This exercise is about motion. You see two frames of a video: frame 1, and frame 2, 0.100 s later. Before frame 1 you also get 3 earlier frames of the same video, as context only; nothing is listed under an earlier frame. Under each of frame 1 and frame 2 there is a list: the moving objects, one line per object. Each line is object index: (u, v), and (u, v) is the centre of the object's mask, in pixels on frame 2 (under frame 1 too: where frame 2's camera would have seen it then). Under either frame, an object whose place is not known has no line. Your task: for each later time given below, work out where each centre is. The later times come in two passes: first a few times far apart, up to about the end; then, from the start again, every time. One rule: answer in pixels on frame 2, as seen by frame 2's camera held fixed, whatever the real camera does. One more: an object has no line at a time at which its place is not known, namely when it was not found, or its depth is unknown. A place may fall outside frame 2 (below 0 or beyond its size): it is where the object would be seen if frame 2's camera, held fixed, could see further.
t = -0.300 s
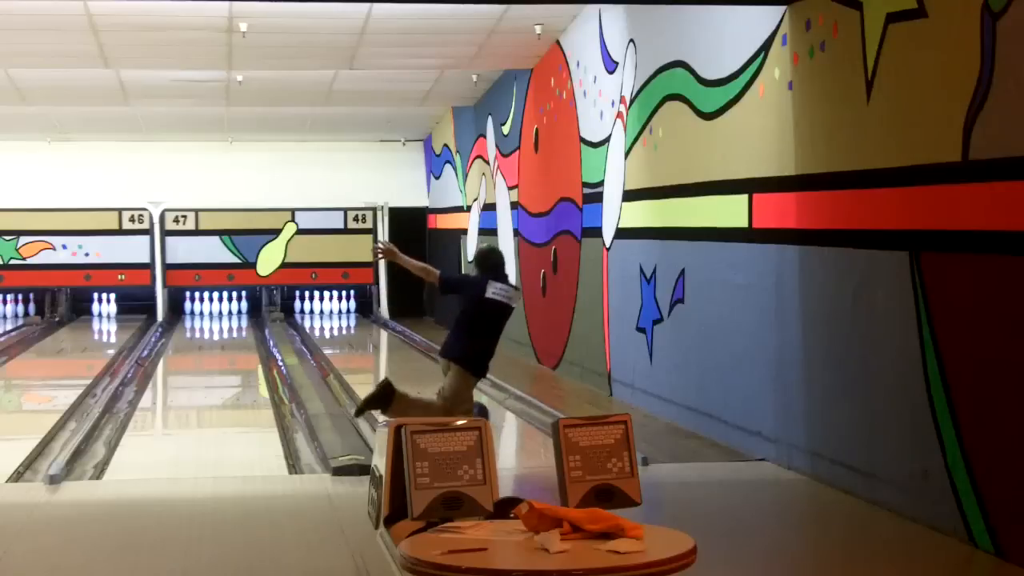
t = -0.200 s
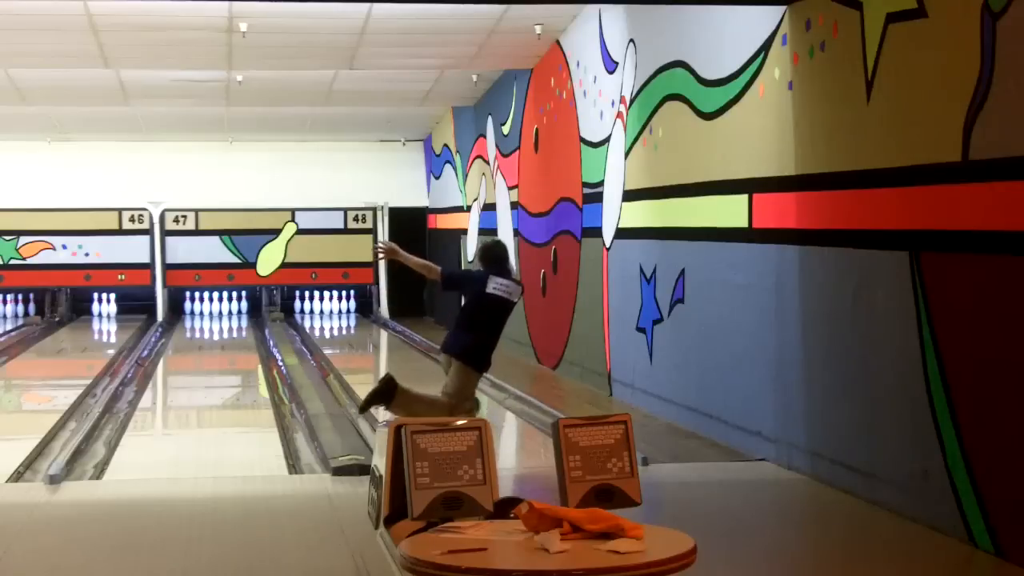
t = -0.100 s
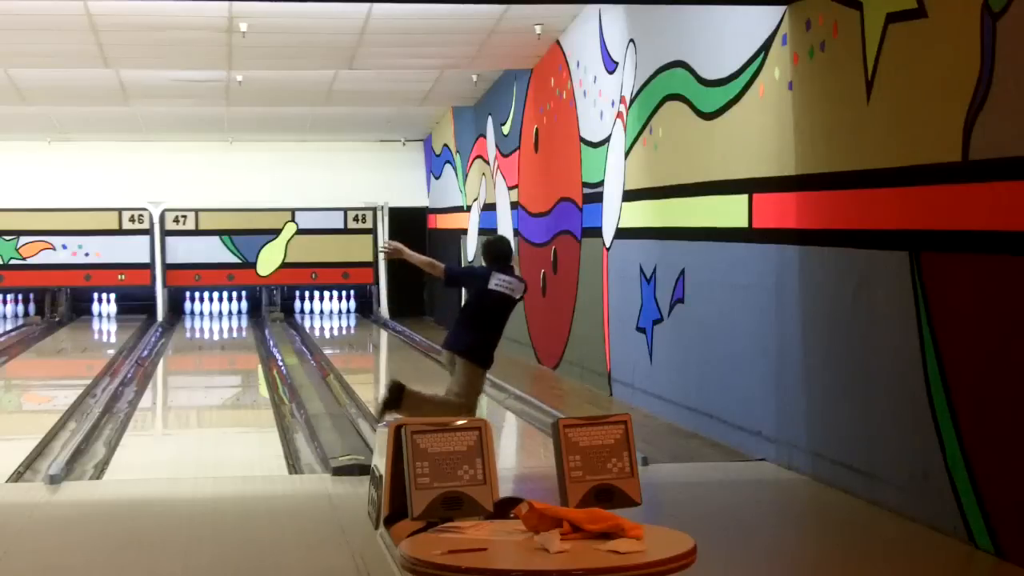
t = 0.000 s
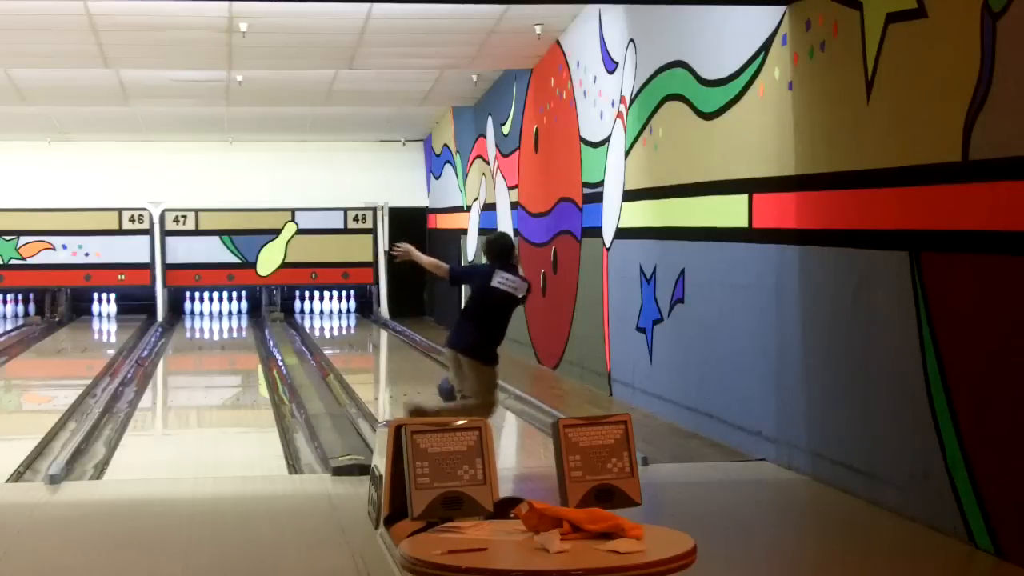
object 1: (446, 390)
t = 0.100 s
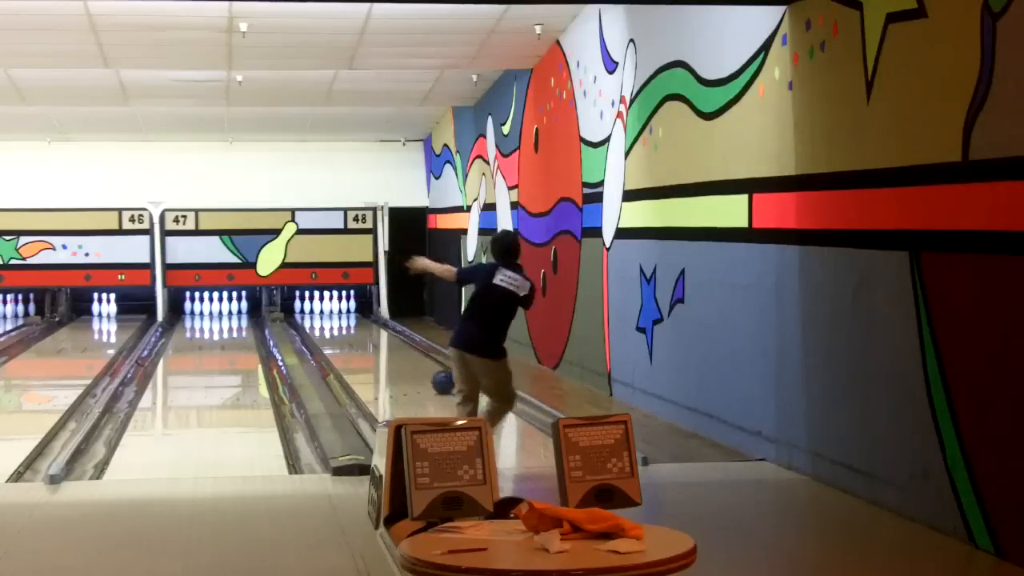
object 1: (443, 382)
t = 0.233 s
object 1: (436, 374)
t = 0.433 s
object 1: (424, 363)
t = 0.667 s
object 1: (412, 352)
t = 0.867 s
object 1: (402, 344)
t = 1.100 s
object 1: (391, 336)
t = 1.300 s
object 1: (382, 330)
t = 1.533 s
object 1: (371, 324)
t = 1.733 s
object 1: (363, 320)
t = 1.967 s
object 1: (349, 316)
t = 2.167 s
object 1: (337, 313)
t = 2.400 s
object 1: (325, 309)
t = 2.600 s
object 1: (308, 308)
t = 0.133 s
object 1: (442, 380)
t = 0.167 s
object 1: (440, 378)
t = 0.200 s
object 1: (438, 376)
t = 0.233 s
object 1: (436, 374)
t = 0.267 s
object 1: (434, 372)
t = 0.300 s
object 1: (432, 370)
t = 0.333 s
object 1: (430, 368)
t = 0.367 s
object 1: (428, 367)
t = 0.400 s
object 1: (426, 365)
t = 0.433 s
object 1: (424, 363)
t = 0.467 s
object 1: (423, 361)
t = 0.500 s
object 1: (421, 360)
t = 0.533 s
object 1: (419, 358)
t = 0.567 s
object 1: (417, 357)
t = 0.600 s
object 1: (416, 355)
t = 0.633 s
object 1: (414, 354)
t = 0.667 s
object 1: (412, 352)
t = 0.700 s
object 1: (411, 351)
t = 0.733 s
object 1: (409, 349)
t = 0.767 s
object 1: (408, 348)
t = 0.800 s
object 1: (405, 347)
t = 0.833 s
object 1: (404, 345)
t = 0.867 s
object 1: (402, 344)
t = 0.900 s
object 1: (401, 343)
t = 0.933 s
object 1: (399, 341)
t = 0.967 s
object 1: (398, 340)
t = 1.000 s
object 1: (396, 339)
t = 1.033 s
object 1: (395, 338)
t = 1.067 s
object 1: (393, 338)
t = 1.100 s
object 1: (391, 336)
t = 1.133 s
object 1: (390, 336)
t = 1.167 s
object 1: (388, 335)
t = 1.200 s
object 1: (387, 333)
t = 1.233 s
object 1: (385, 332)
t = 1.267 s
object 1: (384, 331)
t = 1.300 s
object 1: (382, 330)
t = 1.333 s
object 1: (380, 329)
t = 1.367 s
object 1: (379, 328)
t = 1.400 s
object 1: (378, 327)
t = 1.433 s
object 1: (376, 327)
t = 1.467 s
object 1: (374, 326)
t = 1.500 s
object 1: (373, 325)
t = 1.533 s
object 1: (371, 324)
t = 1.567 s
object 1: (370, 324)
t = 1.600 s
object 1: (369, 323)
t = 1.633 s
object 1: (367, 322)
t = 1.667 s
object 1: (365, 321)
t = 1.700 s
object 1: (364, 321)
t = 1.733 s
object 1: (363, 320)
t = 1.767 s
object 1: (361, 319)
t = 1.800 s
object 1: (358, 319)
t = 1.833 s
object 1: (356, 318)
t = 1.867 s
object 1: (355, 318)
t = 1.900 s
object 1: (353, 317)
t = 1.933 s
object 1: (351, 316)
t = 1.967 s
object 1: (349, 316)
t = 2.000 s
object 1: (347, 315)
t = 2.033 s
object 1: (345, 315)
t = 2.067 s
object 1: (344, 314)
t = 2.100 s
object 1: (342, 313)
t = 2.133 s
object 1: (339, 313)
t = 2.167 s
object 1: (337, 313)
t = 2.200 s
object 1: (336, 313)
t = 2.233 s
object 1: (334, 312)
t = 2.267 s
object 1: (332, 311)
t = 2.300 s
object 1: (330, 311)
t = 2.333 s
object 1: (328, 310)
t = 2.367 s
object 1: (326, 310)
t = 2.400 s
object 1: (325, 309)
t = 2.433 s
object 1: (322, 309)
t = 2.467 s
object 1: (319, 309)
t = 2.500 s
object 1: (316, 308)
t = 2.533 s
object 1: (315, 308)
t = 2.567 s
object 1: (312, 308)
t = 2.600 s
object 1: (308, 308)
